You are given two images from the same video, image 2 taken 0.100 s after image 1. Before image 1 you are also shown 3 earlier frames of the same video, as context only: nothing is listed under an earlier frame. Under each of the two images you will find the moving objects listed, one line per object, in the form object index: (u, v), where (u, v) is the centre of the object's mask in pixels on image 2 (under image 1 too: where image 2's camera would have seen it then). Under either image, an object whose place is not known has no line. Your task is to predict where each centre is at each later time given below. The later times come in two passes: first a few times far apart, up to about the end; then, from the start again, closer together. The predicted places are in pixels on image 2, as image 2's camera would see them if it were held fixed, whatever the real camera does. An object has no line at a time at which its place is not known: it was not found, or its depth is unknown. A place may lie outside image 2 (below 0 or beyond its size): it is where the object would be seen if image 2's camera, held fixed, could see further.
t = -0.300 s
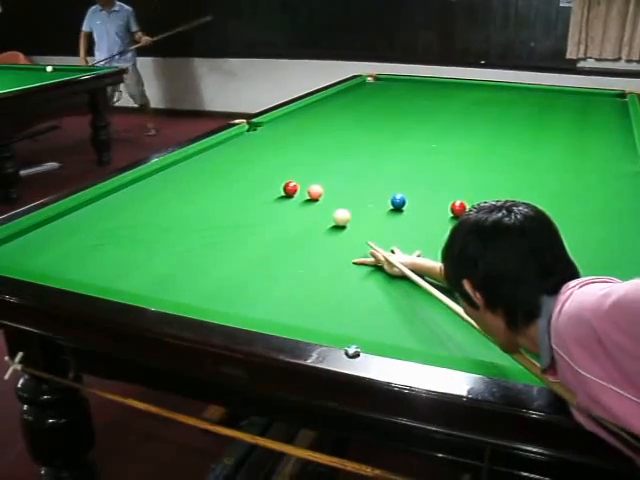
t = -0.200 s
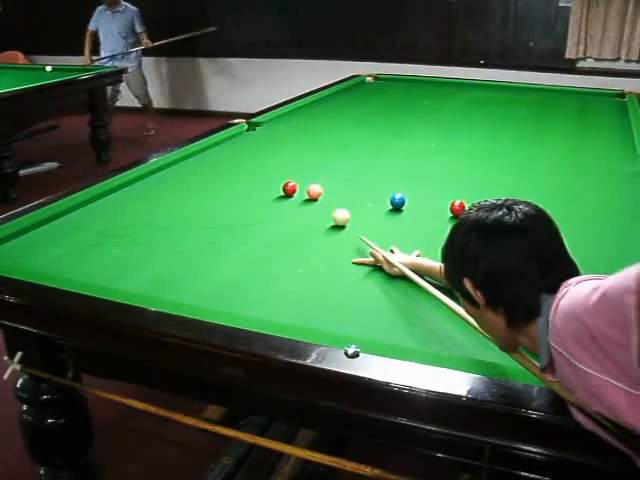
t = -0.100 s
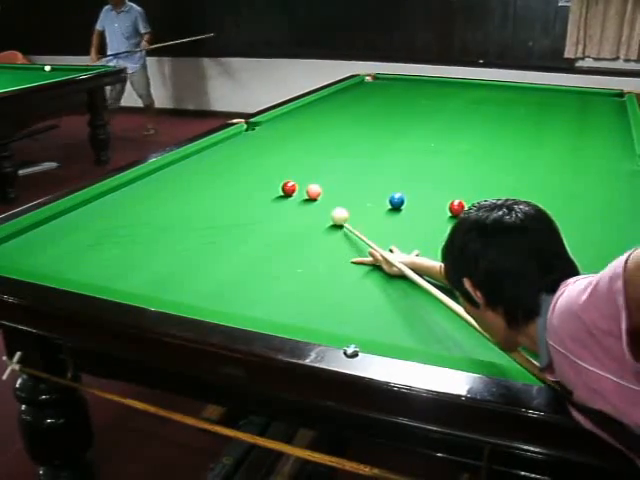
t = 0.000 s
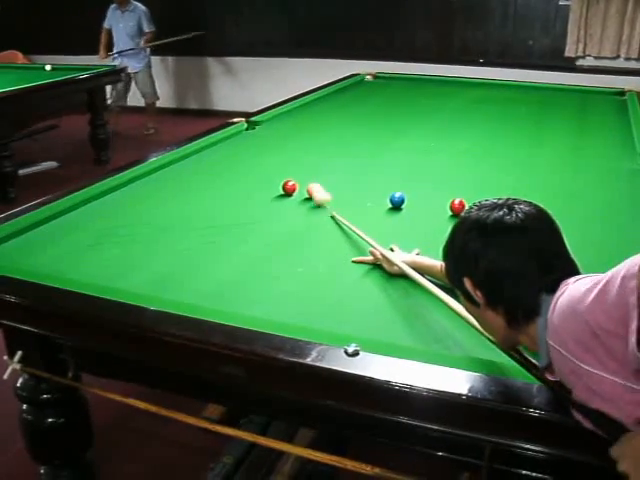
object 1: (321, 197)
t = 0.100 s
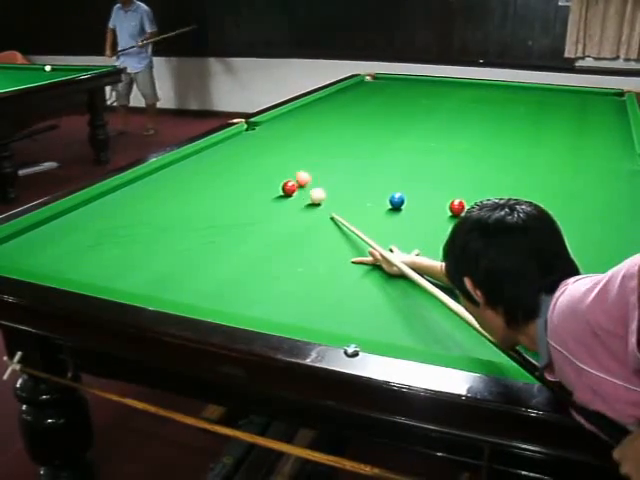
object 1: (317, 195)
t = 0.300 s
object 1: (319, 198)
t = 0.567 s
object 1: (321, 203)
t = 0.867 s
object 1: (323, 207)
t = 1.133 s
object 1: (324, 209)
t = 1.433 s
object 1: (326, 211)
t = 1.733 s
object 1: (326, 213)
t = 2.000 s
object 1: (326, 213)
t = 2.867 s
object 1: (326, 213)
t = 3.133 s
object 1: (327, 213)
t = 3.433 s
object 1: (324, 213)
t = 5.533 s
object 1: (324, 213)
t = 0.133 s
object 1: (317, 196)
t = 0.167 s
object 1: (317, 196)
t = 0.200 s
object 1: (317, 197)
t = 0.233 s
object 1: (318, 198)
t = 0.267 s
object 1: (318, 198)
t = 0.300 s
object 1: (319, 198)
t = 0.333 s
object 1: (319, 199)
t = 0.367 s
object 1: (319, 199)
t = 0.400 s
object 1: (319, 200)
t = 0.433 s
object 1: (320, 201)
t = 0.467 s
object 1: (320, 201)
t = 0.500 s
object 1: (320, 202)
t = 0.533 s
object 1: (321, 202)
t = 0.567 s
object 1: (321, 203)
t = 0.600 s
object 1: (321, 203)
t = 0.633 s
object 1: (321, 204)
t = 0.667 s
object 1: (321, 204)
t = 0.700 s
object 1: (321, 205)
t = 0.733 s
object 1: (322, 205)
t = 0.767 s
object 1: (322, 205)
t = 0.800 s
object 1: (322, 206)
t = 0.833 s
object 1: (322, 206)
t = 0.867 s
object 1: (323, 207)
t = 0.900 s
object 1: (323, 207)
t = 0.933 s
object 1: (323, 208)
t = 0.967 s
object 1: (324, 208)
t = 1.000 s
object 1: (324, 208)
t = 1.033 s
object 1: (324, 208)
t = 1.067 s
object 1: (324, 208)
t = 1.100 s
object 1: (324, 209)
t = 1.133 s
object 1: (324, 209)
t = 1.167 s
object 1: (324, 210)
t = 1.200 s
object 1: (325, 210)
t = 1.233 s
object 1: (325, 210)
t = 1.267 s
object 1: (325, 210)
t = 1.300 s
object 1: (325, 211)
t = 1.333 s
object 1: (325, 211)
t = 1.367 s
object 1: (326, 211)
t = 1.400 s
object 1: (325, 211)
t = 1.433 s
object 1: (326, 211)
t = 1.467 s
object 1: (326, 211)
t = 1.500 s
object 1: (326, 212)
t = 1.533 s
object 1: (325, 212)
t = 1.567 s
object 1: (326, 212)
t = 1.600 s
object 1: (326, 212)
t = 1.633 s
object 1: (326, 212)
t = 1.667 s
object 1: (326, 212)
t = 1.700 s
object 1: (326, 213)
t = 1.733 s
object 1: (326, 213)
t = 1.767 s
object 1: (326, 213)
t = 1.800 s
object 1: (326, 213)
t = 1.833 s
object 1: (326, 213)
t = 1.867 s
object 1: (326, 213)
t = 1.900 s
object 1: (326, 213)
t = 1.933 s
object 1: (326, 213)
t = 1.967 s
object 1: (326, 213)
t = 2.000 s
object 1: (326, 213)
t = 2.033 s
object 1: (326, 213)
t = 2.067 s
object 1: (326, 213)
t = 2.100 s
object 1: (326, 213)
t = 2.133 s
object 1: (325, 214)
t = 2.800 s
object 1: (326, 212)
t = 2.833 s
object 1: (326, 213)
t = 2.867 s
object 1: (326, 213)
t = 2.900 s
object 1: (327, 213)
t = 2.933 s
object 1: (326, 213)
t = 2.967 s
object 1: (326, 213)
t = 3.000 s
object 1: (326, 213)
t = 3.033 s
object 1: (327, 213)
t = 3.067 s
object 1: (327, 213)
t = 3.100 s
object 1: (327, 213)
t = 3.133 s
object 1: (327, 213)
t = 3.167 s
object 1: (327, 213)
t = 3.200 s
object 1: (326, 213)
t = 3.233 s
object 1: (326, 214)
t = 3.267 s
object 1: (326, 214)
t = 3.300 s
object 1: (325, 214)
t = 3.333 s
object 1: (325, 213)
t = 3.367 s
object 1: (325, 213)
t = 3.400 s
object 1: (325, 213)
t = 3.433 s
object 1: (324, 213)
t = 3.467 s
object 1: (324, 213)
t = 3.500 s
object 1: (324, 214)
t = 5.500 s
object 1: (324, 214)
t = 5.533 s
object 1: (324, 213)
